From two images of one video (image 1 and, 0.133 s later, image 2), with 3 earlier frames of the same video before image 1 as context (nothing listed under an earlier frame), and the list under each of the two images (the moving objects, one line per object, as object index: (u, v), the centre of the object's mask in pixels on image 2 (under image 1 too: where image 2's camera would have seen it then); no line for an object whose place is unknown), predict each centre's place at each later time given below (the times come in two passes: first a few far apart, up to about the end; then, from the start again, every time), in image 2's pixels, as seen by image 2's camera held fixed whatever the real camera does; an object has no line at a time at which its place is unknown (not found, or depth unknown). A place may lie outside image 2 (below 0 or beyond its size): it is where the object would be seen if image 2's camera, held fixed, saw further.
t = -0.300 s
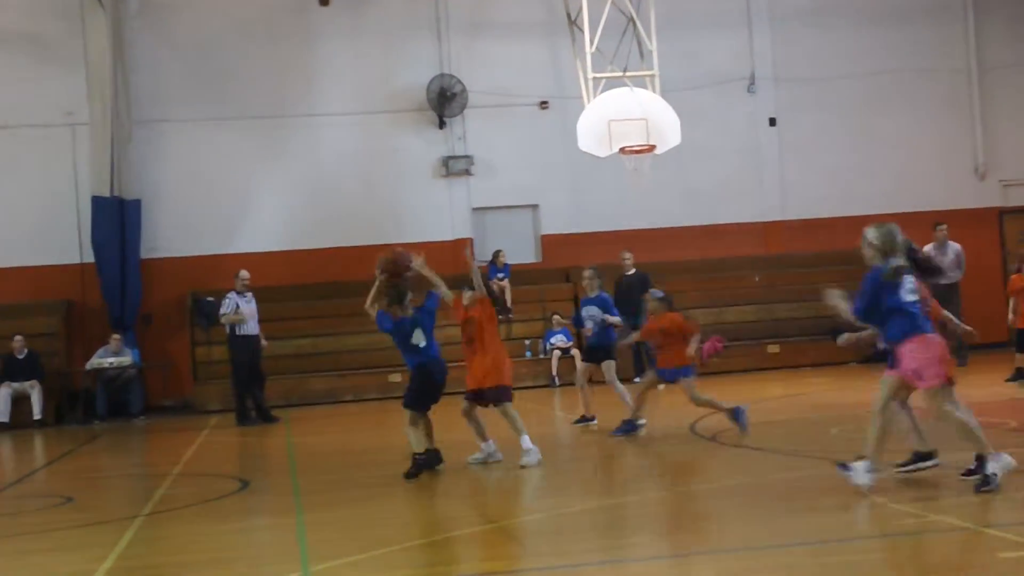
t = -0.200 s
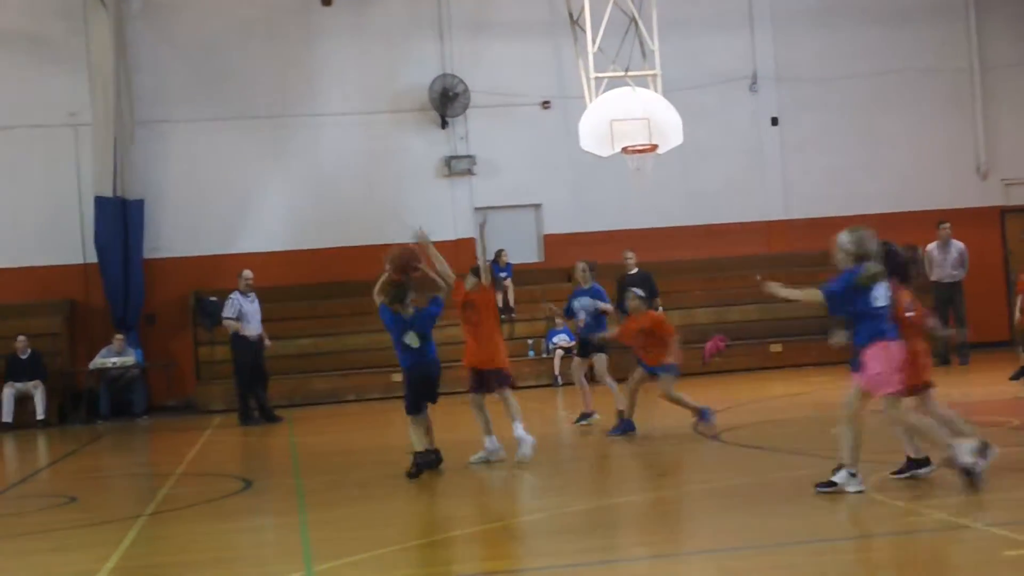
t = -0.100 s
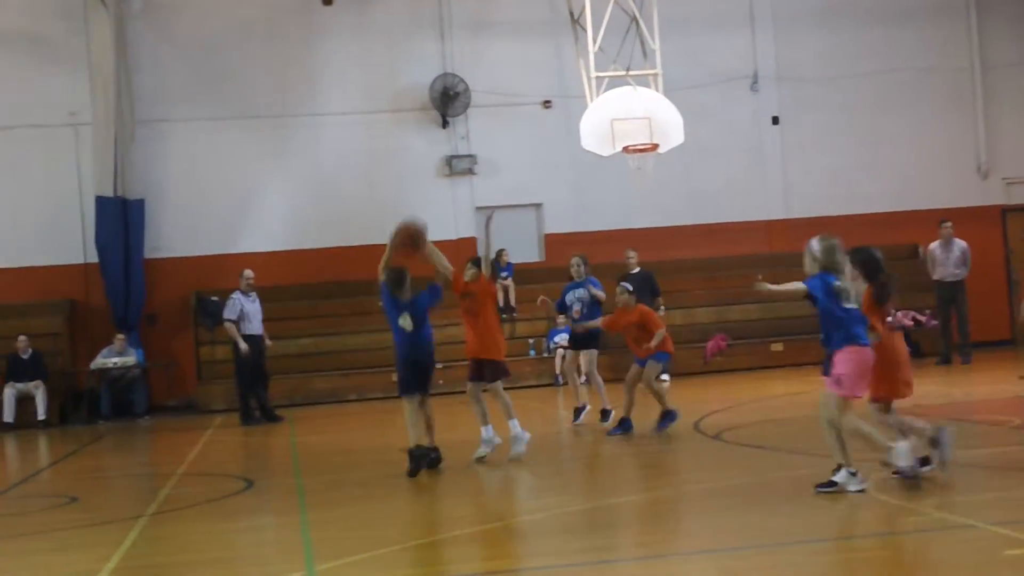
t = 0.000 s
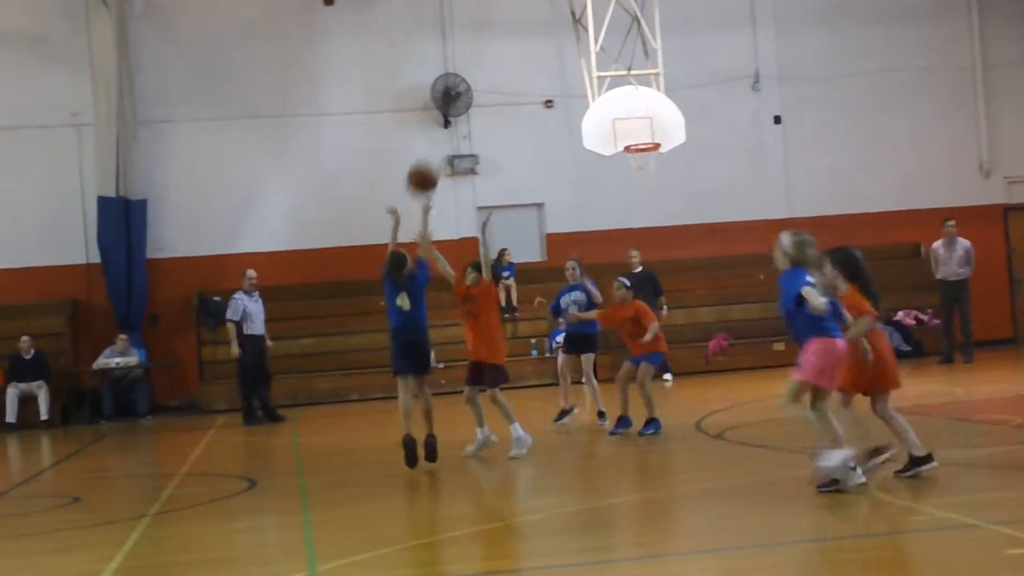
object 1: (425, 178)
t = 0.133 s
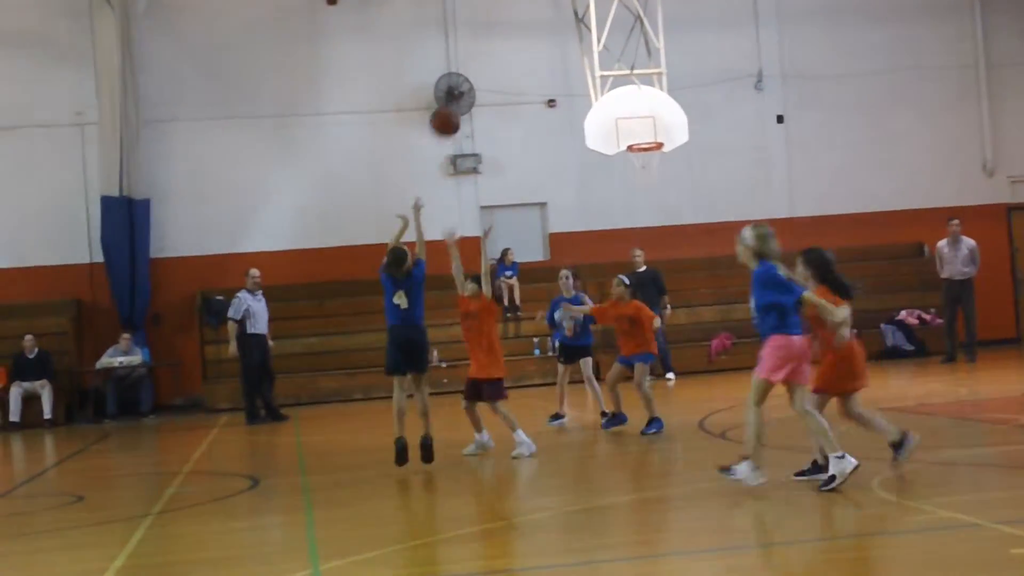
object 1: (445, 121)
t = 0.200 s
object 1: (455, 105)
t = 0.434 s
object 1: (490, 88)
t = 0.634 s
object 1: (520, 125)
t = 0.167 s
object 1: (449, 114)
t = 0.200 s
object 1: (455, 105)
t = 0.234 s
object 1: (460, 98)
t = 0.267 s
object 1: (464, 93)
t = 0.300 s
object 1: (470, 88)
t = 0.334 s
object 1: (475, 87)
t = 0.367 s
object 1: (480, 86)
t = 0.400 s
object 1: (485, 86)
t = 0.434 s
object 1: (490, 88)
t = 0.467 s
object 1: (495, 92)
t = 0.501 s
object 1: (500, 96)
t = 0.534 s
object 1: (505, 102)
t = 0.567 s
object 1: (510, 108)
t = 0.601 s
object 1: (515, 116)
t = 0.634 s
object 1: (520, 125)
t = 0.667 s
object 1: (525, 135)
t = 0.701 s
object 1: (529, 146)
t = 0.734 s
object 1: (533, 159)
